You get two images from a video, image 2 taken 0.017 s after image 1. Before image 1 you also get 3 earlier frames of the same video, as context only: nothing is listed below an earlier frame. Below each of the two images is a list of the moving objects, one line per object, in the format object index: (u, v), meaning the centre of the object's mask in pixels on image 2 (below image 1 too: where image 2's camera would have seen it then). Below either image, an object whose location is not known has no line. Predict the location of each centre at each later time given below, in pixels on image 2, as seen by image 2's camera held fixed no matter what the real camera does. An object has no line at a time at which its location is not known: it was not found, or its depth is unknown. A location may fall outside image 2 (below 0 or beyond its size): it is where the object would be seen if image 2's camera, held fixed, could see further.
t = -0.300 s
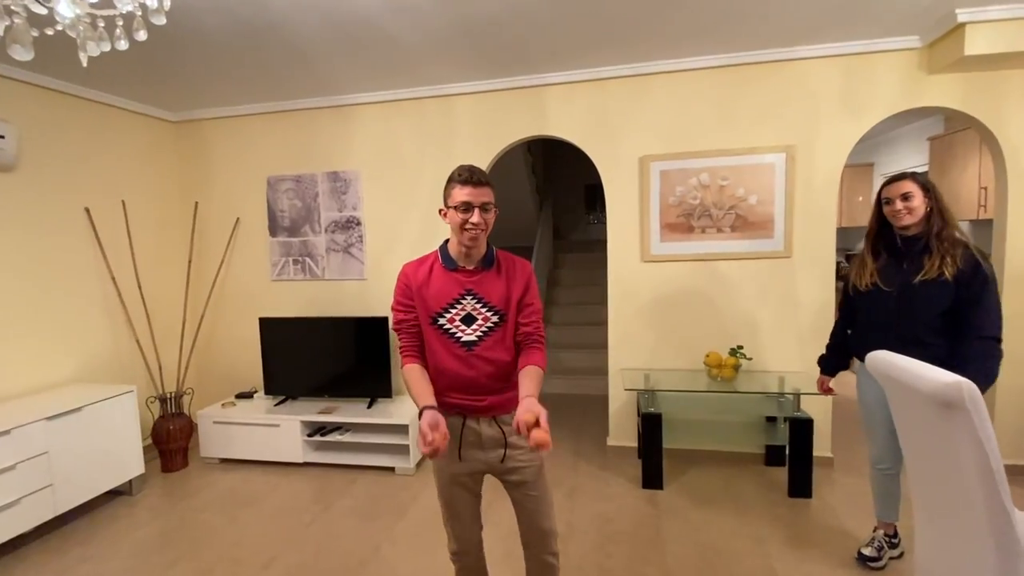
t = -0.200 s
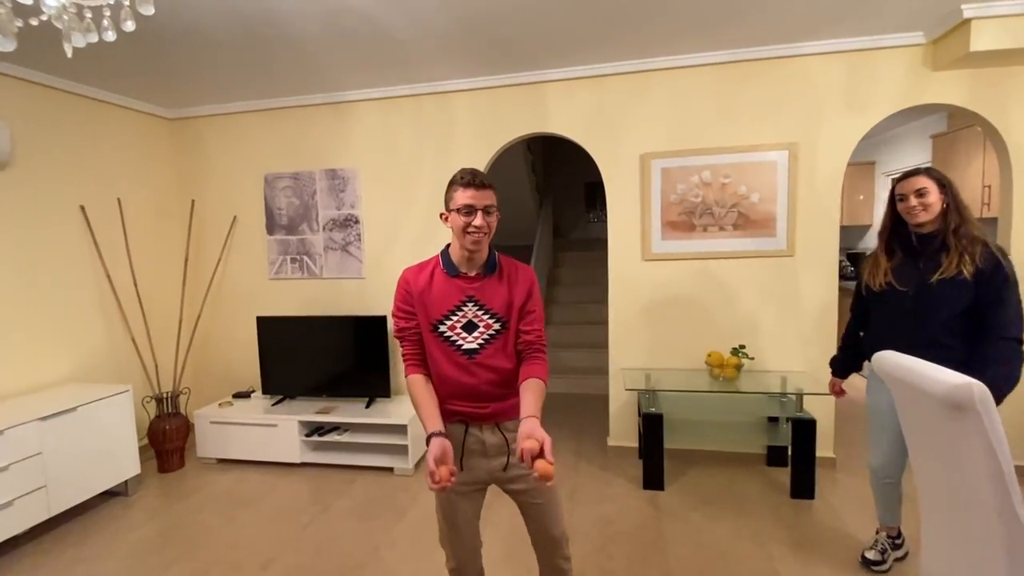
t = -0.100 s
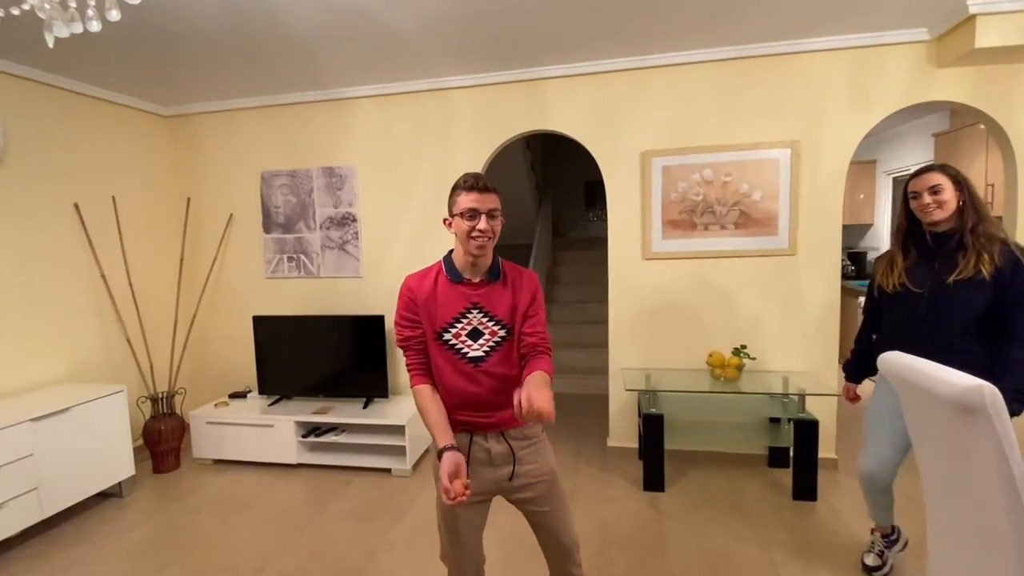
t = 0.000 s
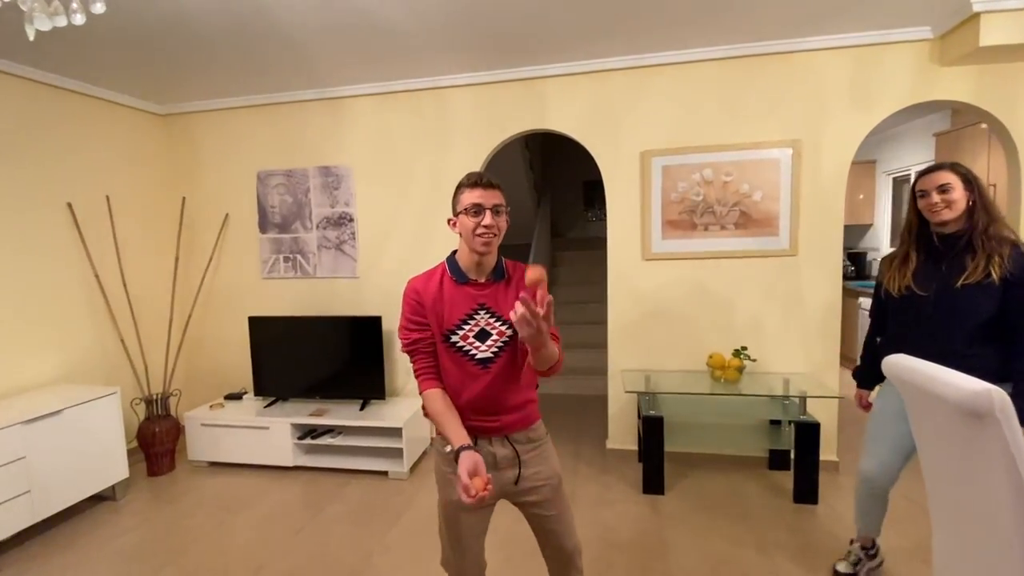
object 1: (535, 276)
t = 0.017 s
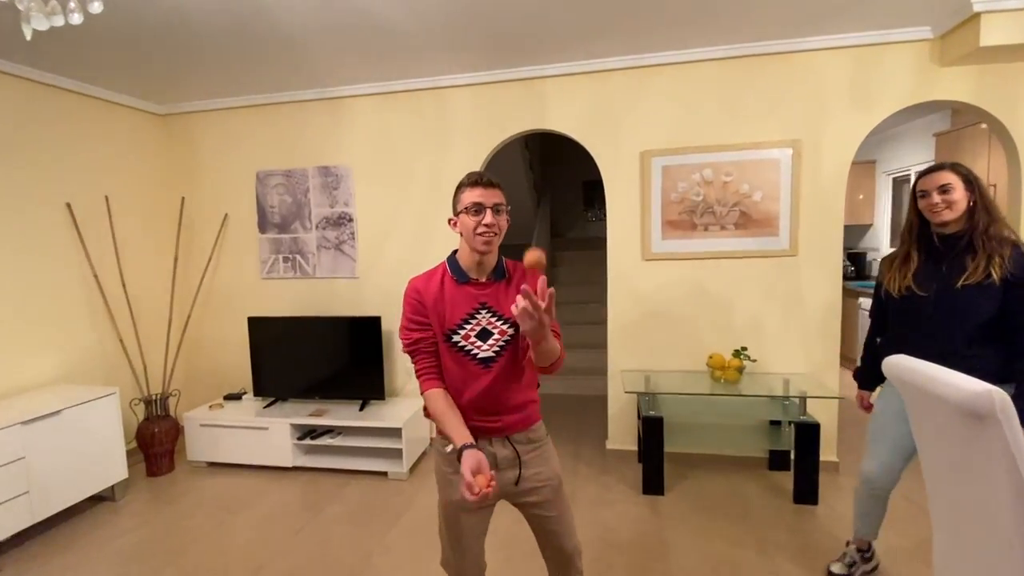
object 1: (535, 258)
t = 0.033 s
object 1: (534, 241)
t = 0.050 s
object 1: (533, 226)
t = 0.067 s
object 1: (532, 211)
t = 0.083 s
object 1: (531, 197)
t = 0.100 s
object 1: (531, 185)
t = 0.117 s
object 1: (530, 175)
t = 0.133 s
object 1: (529, 165)
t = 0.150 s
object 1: (528, 157)
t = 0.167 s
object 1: (527, 151)
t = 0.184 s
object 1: (527, 146)
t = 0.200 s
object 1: (526, 142)
